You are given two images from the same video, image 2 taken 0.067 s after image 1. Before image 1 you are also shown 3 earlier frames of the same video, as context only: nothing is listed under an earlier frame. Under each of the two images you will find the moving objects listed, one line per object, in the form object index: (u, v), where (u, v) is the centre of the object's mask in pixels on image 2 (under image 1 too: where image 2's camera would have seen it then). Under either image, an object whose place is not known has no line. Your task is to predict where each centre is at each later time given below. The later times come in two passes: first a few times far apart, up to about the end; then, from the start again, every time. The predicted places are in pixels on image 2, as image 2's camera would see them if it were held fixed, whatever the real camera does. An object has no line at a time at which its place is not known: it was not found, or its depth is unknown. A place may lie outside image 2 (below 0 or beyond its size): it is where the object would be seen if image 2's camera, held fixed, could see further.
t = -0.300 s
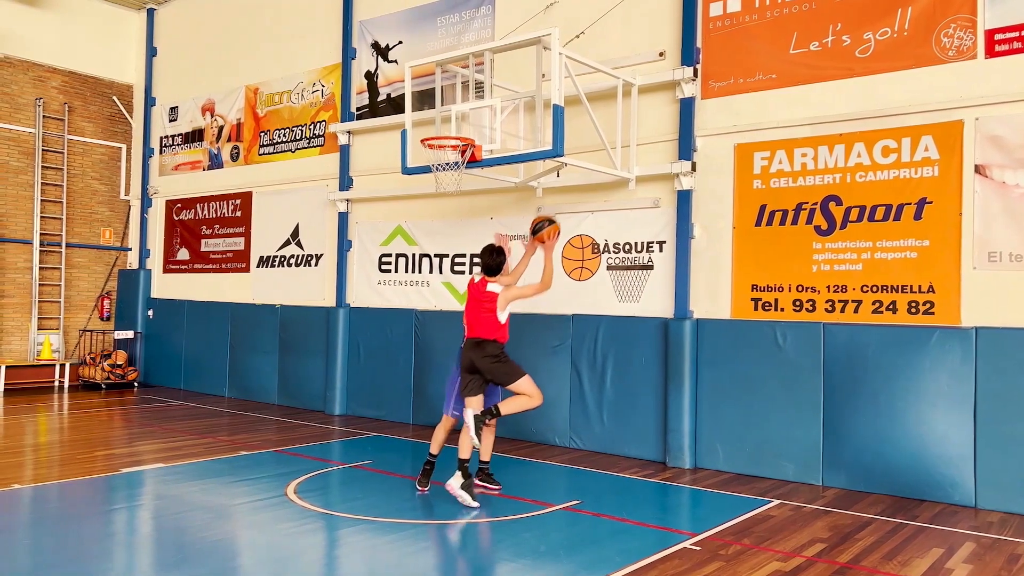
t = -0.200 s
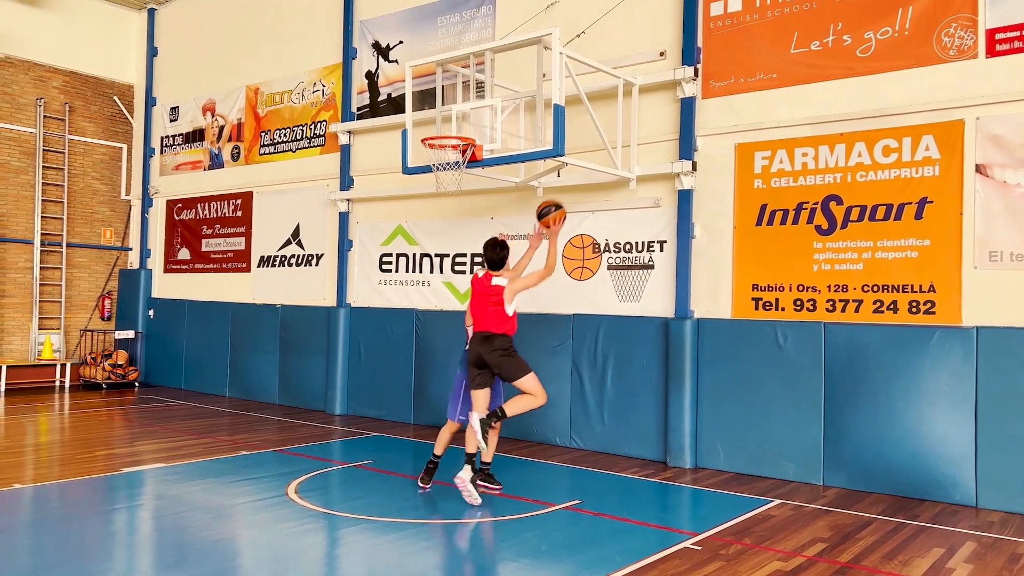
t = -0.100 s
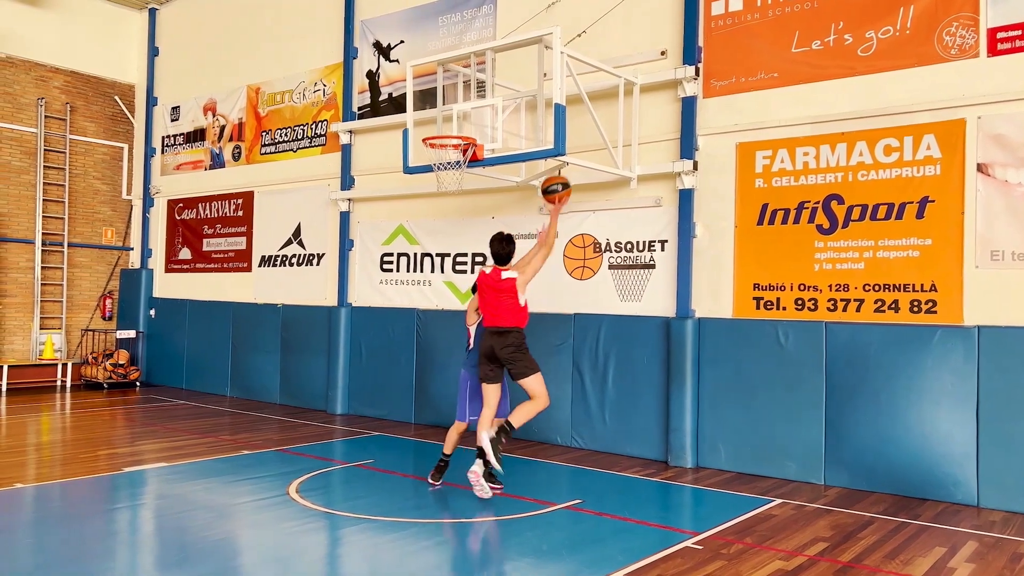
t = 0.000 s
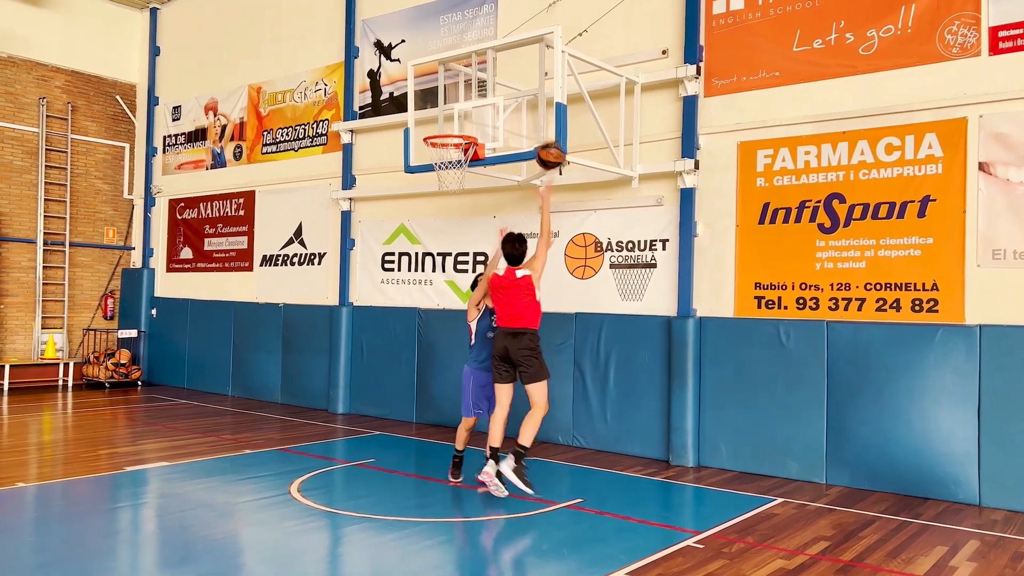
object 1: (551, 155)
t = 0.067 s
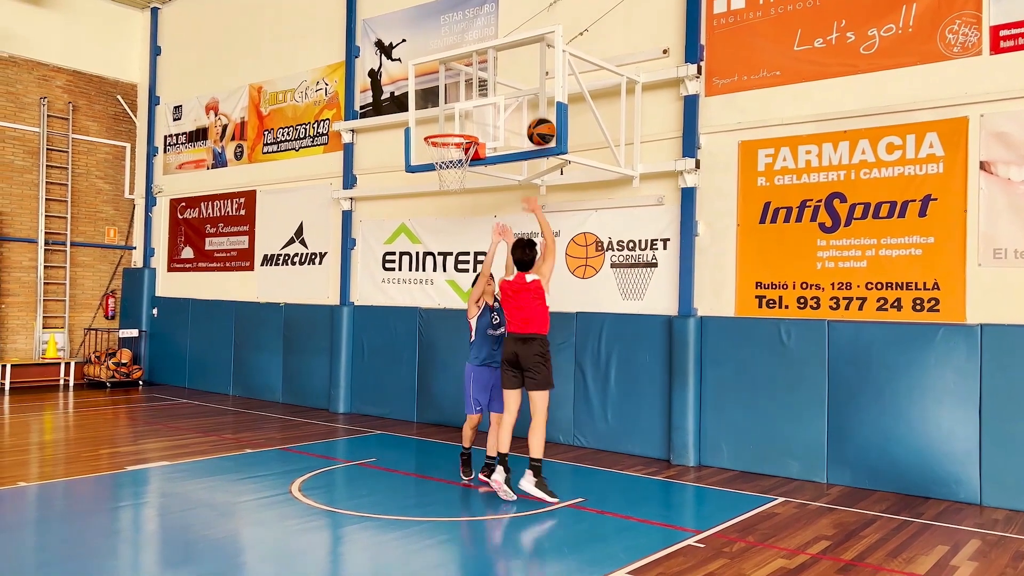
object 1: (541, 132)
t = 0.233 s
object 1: (516, 98)
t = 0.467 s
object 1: (467, 111)
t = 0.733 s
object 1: (443, 146)
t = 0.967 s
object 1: (442, 186)
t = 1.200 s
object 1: (447, 258)
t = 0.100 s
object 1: (536, 121)
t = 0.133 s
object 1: (531, 113)
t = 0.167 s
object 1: (527, 106)
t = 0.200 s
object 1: (522, 101)
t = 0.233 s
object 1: (516, 98)
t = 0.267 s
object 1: (509, 96)
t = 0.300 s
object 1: (502, 95)
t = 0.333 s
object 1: (494, 96)
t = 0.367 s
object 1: (488, 97)
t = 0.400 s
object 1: (481, 101)
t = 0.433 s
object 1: (474, 105)
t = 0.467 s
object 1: (467, 111)
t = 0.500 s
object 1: (460, 118)
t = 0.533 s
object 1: (454, 123)
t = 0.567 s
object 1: (451, 124)
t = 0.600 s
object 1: (450, 124)
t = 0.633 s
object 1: (448, 126)
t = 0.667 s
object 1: (446, 131)
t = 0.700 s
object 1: (445, 138)
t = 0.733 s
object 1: (443, 146)
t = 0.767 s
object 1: (441, 152)
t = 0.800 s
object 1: (440, 160)
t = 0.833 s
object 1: (441, 165)
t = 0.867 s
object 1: (441, 169)
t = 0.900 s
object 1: (442, 173)
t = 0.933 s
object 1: (441, 178)
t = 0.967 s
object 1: (442, 186)
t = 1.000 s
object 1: (443, 190)
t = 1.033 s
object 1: (444, 199)
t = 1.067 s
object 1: (444, 208)
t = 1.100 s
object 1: (445, 219)
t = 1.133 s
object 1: (445, 230)
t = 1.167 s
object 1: (446, 244)
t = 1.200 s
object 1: (447, 258)
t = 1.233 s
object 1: (448, 273)
